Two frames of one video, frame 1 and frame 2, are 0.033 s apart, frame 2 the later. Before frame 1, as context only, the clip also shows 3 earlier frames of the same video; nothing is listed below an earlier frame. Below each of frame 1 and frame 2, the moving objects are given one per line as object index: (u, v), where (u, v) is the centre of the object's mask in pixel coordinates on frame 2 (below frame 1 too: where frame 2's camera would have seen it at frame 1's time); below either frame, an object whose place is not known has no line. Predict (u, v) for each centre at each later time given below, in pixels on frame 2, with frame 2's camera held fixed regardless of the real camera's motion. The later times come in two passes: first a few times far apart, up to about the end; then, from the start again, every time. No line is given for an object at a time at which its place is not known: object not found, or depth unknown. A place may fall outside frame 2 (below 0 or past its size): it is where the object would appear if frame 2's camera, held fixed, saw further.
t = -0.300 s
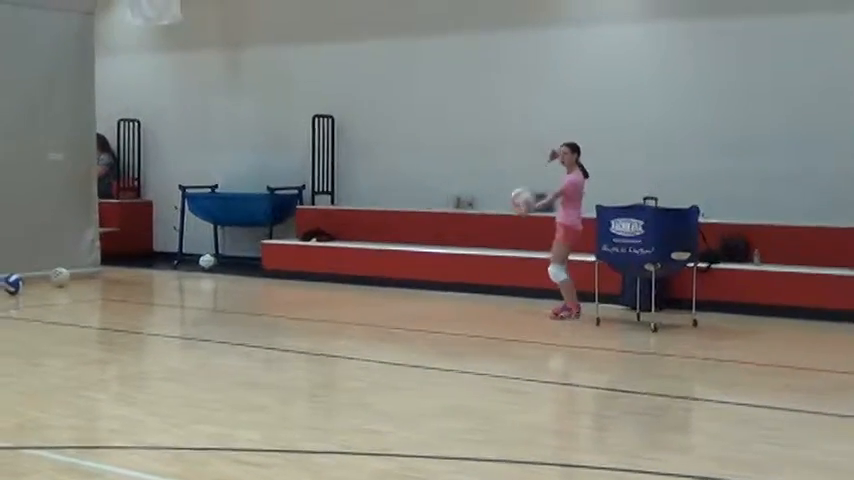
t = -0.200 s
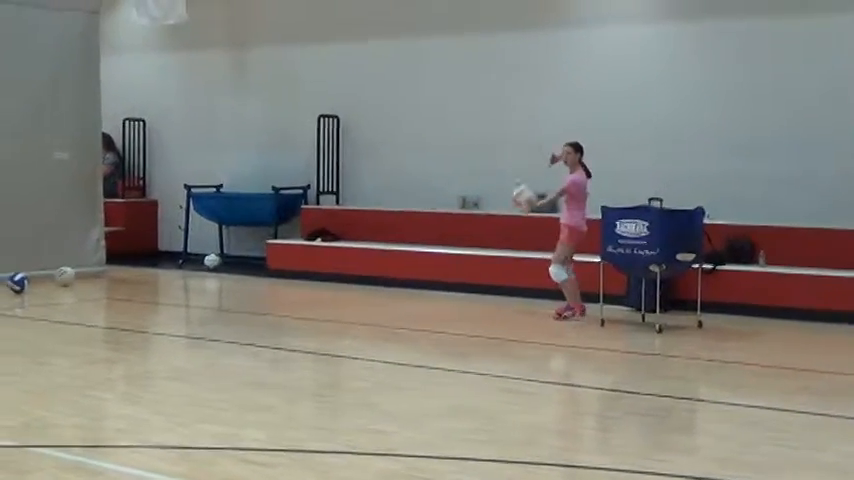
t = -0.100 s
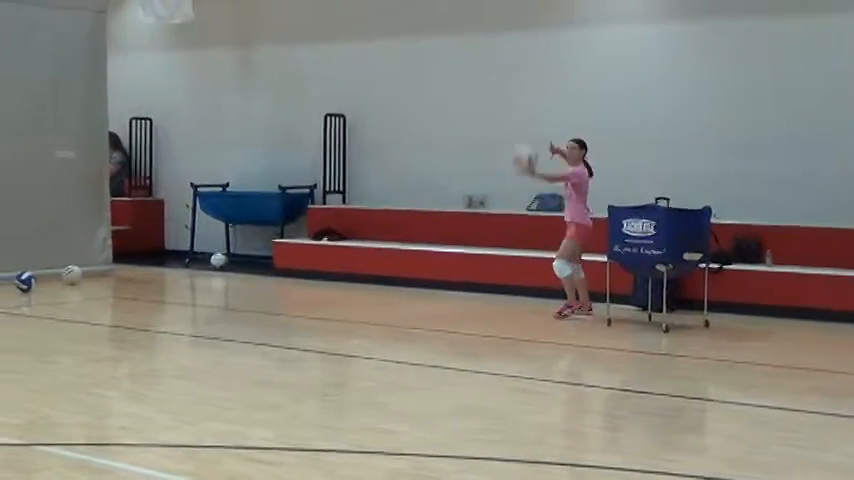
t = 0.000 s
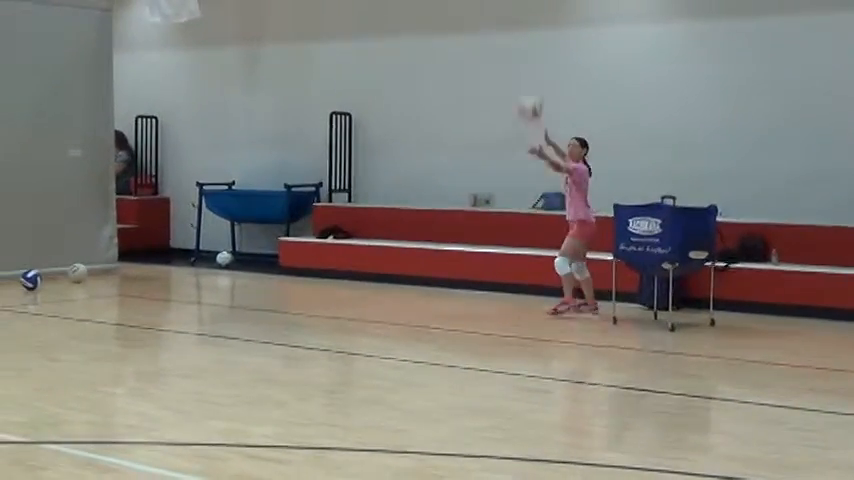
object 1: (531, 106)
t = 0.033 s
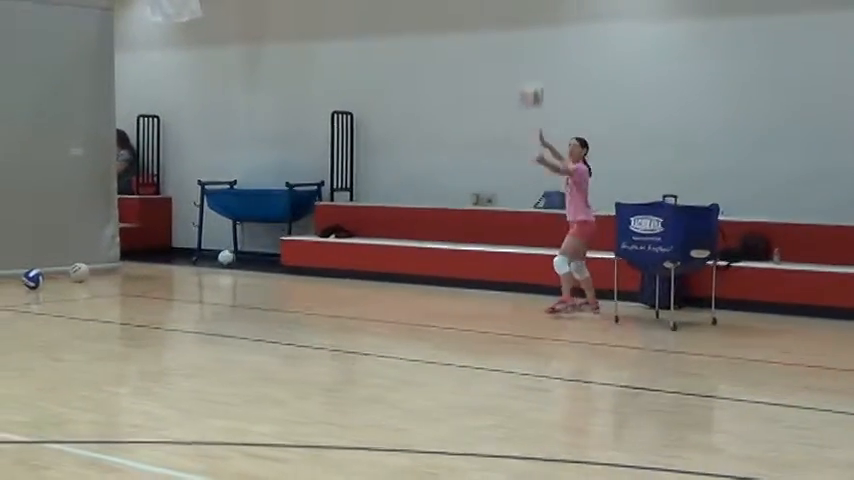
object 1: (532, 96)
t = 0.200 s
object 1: (530, 49)
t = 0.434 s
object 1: (527, 37)
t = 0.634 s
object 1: (524, 77)
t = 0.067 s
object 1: (531, 83)
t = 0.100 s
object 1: (532, 74)
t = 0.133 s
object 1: (530, 65)
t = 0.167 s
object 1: (529, 55)
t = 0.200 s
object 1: (530, 49)
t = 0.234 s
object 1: (530, 43)
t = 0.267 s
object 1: (530, 39)
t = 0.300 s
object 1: (529, 36)
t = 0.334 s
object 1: (529, 35)
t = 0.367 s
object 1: (528, 34)
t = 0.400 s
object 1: (527, 35)
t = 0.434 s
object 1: (527, 37)
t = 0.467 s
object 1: (527, 41)
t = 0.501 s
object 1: (527, 45)
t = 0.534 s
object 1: (526, 52)
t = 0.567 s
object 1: (526, 59)
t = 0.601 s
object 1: (526, 67)
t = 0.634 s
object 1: (524, 77)
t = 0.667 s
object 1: (524, 89)
